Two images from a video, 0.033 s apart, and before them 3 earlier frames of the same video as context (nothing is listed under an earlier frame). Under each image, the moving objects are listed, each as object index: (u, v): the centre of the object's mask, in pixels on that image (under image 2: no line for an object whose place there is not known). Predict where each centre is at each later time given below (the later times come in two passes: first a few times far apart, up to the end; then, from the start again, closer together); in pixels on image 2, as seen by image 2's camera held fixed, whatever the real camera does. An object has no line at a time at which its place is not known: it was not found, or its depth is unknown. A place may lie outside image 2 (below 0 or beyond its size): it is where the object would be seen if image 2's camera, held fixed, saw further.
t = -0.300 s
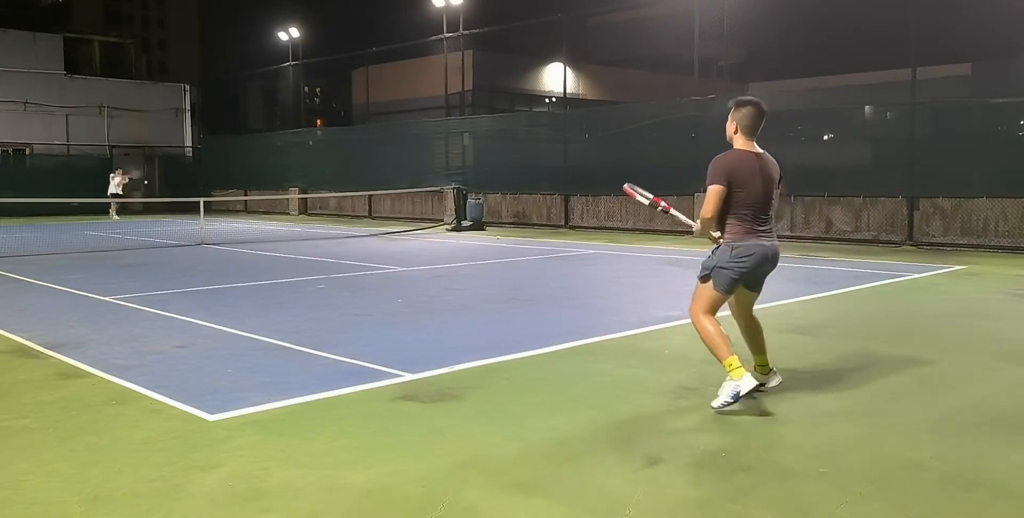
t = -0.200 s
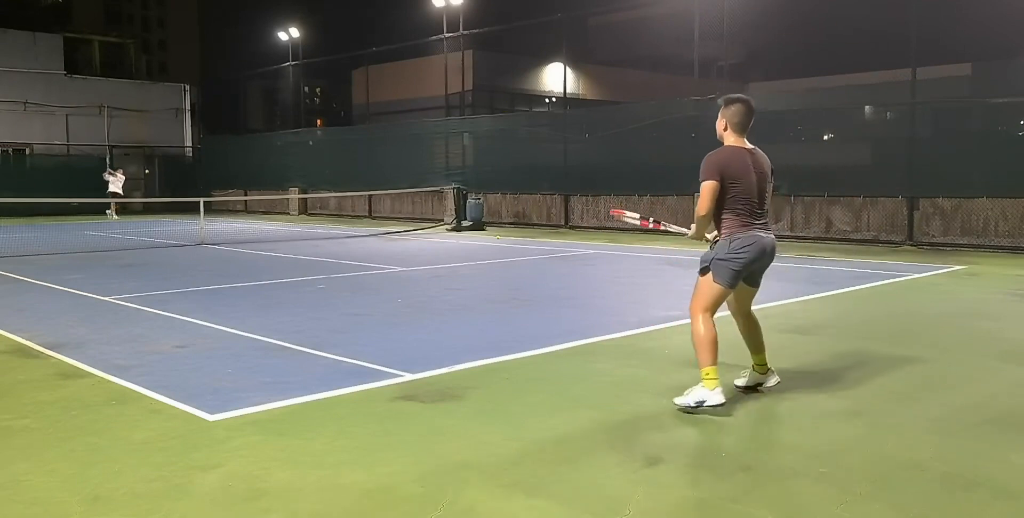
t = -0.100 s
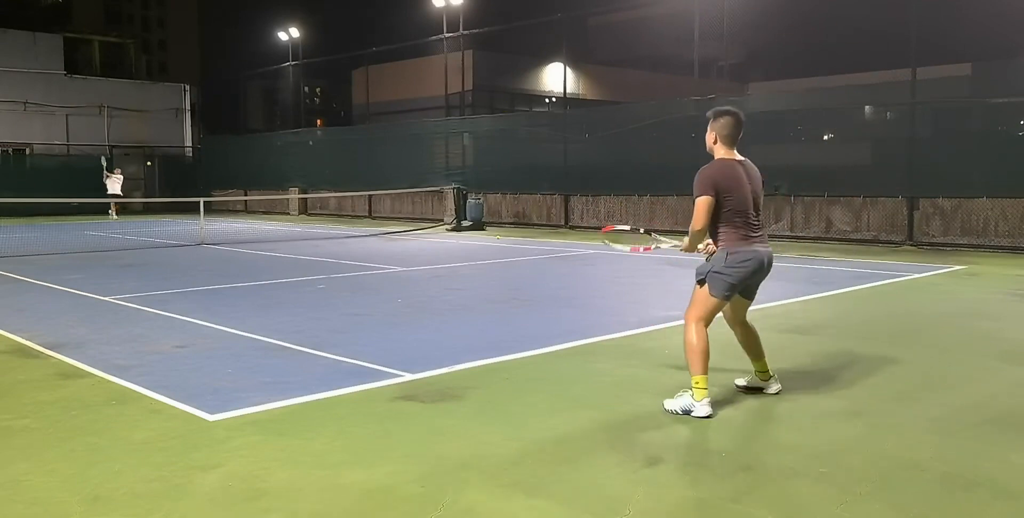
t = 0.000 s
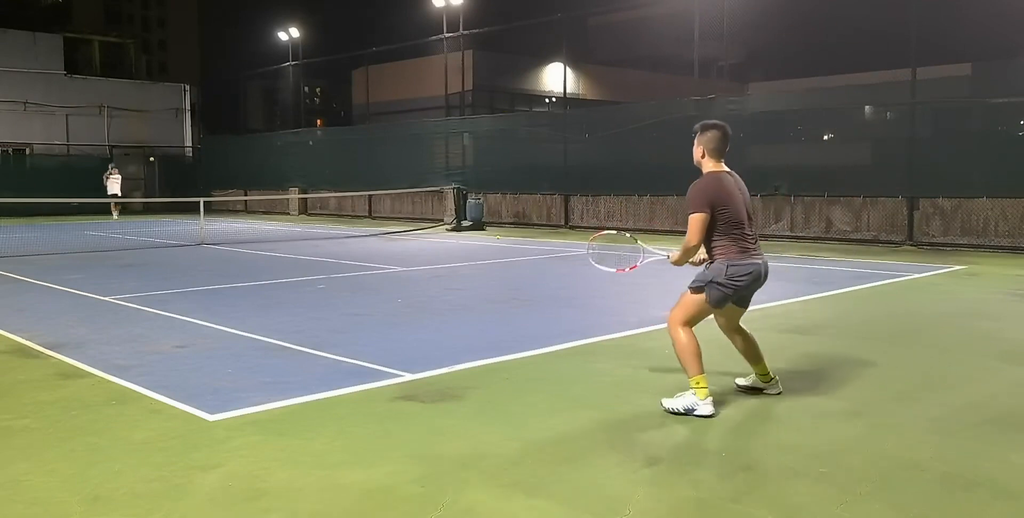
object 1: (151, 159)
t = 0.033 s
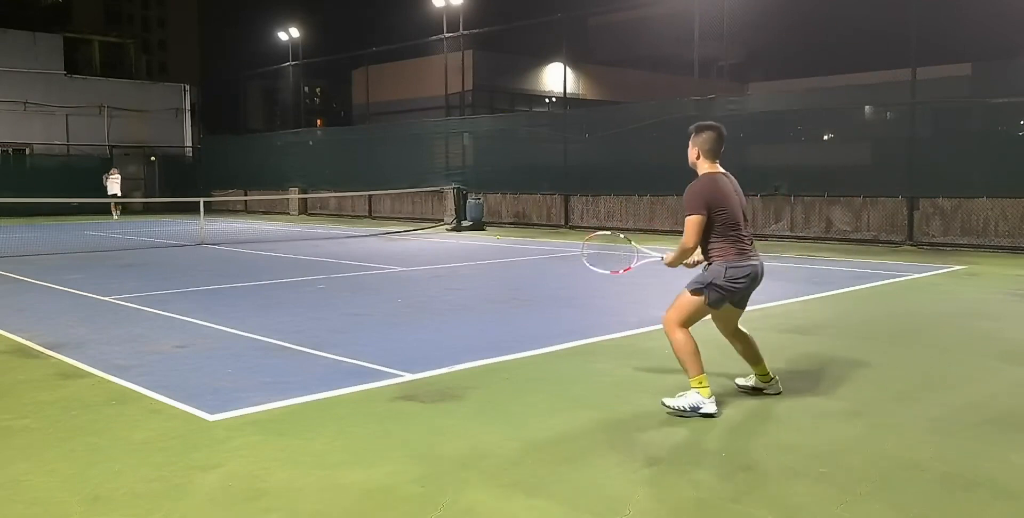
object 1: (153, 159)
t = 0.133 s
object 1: (157, 161)
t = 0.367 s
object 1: (174, 195)
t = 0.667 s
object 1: (209, 266)
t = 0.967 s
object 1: (248, 227)
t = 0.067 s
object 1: (154, 159)
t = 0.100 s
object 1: (156, 159)
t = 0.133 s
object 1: (157, 161)
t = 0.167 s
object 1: (159, 163)
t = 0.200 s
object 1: (161, 166)
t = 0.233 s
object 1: (163, 169)
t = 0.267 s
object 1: (166, 174)
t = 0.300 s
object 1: (168, 180)
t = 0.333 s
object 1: (171, 186)
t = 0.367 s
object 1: (174, 195)
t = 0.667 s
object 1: (209, 266)
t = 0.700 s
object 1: (212, 260)
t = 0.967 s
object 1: (248, 227)
